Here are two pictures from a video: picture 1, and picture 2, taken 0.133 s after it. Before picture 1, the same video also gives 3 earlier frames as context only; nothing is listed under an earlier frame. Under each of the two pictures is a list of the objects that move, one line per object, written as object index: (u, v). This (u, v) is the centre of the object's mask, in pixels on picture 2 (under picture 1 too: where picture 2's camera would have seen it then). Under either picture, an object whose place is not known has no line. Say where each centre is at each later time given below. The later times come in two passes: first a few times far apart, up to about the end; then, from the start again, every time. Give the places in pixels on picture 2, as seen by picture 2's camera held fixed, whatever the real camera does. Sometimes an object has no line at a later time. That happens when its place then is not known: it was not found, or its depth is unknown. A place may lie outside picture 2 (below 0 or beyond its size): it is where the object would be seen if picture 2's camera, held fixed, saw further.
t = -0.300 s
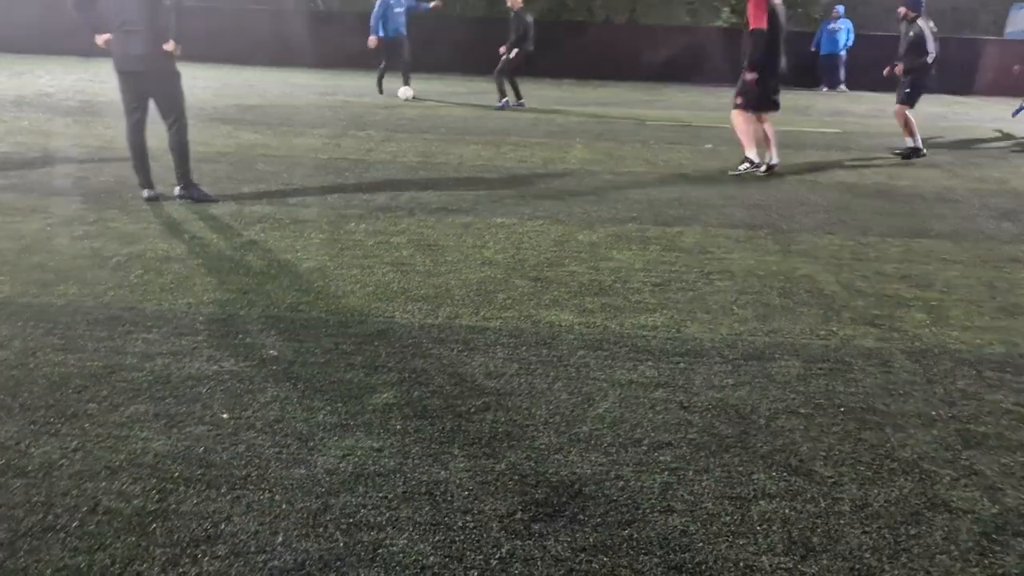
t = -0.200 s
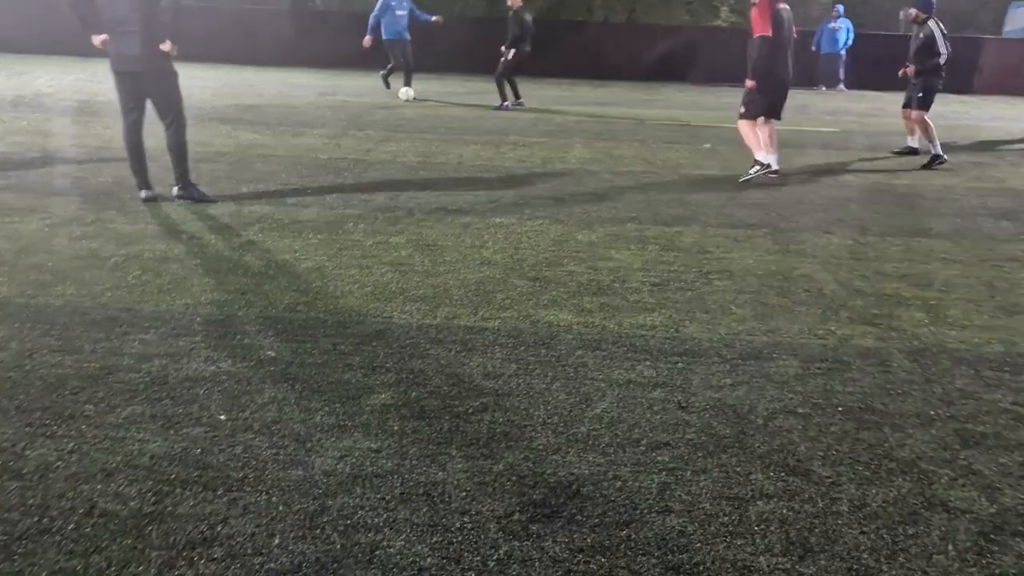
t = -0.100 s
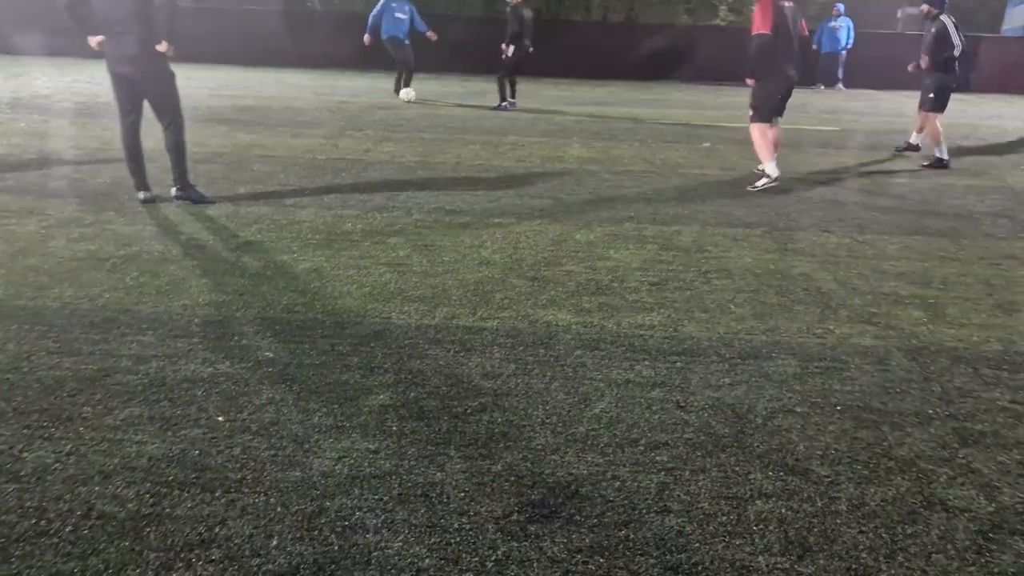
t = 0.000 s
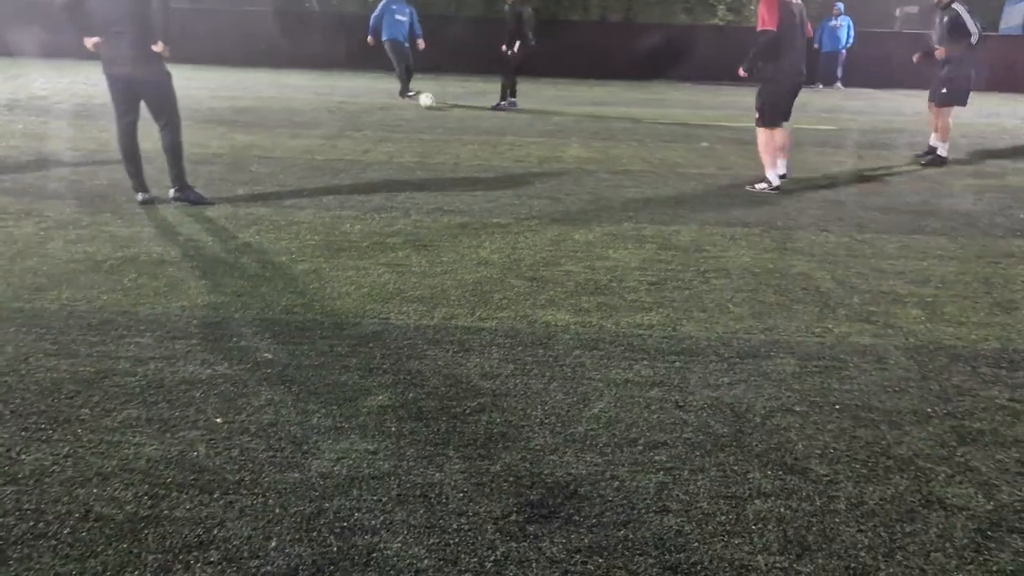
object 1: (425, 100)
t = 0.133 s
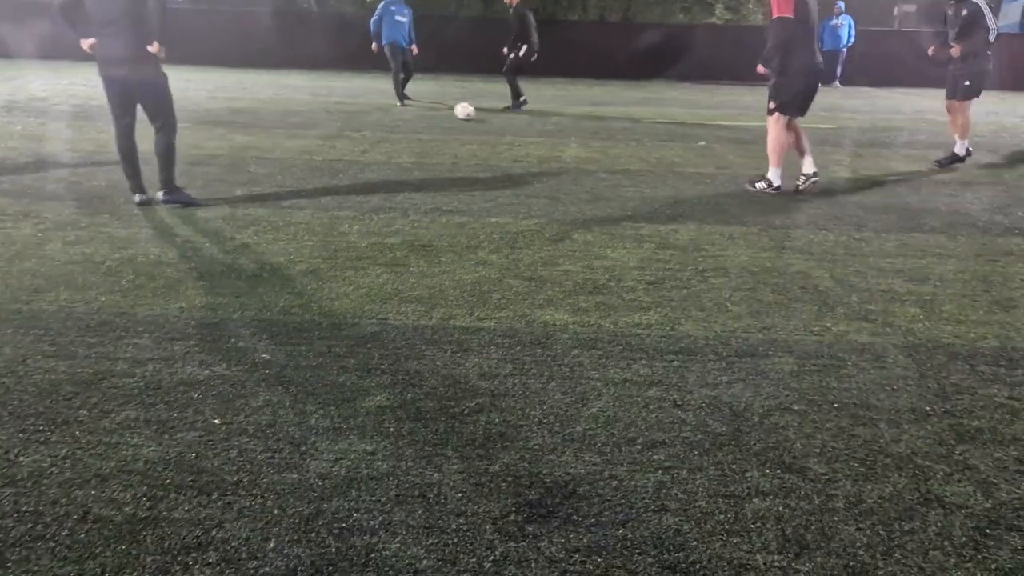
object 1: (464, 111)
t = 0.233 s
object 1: (498, 120)
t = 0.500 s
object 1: (608, 149)
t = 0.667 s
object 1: (699, 175)
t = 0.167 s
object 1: (474, 113)
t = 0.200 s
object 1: (485, 118)
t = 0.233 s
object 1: (498, 120)
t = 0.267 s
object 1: (509, 123)
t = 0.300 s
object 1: (522, 126)
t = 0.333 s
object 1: (535, 130)
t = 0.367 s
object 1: (548, 133)
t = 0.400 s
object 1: (562, 137)
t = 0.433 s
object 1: (577, 141)
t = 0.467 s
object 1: (592, 144)
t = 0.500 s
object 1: (608, 149)
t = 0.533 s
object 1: (625, 155)
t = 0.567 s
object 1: (642, 157)
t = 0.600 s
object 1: (659, 161)
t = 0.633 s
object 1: (678, 167)
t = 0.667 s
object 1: (699, 175)
